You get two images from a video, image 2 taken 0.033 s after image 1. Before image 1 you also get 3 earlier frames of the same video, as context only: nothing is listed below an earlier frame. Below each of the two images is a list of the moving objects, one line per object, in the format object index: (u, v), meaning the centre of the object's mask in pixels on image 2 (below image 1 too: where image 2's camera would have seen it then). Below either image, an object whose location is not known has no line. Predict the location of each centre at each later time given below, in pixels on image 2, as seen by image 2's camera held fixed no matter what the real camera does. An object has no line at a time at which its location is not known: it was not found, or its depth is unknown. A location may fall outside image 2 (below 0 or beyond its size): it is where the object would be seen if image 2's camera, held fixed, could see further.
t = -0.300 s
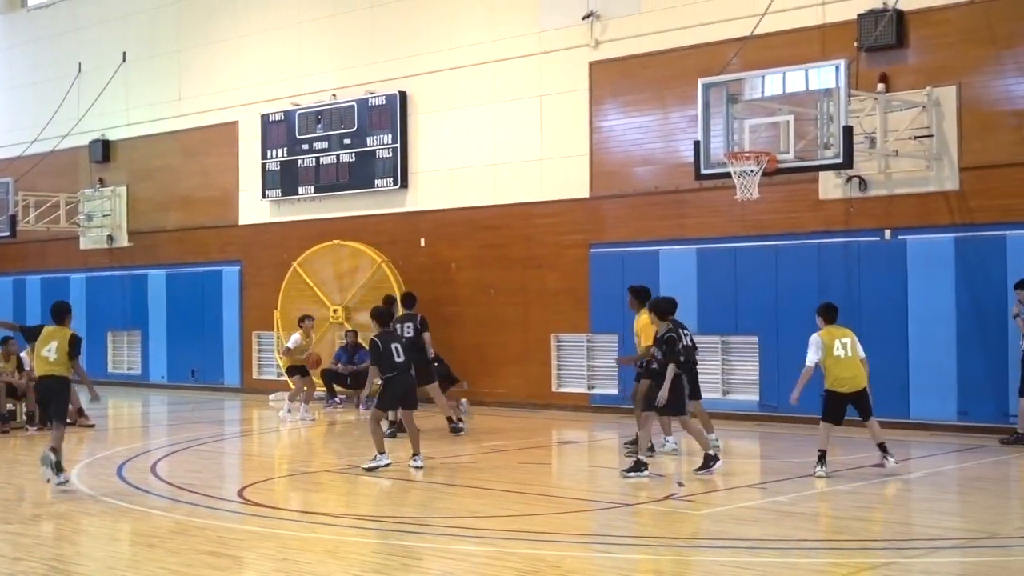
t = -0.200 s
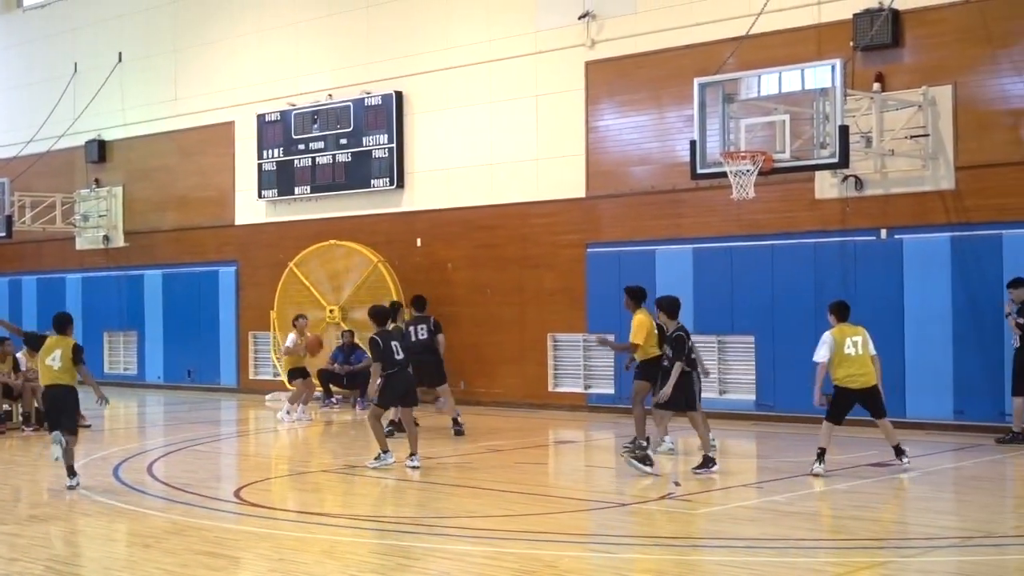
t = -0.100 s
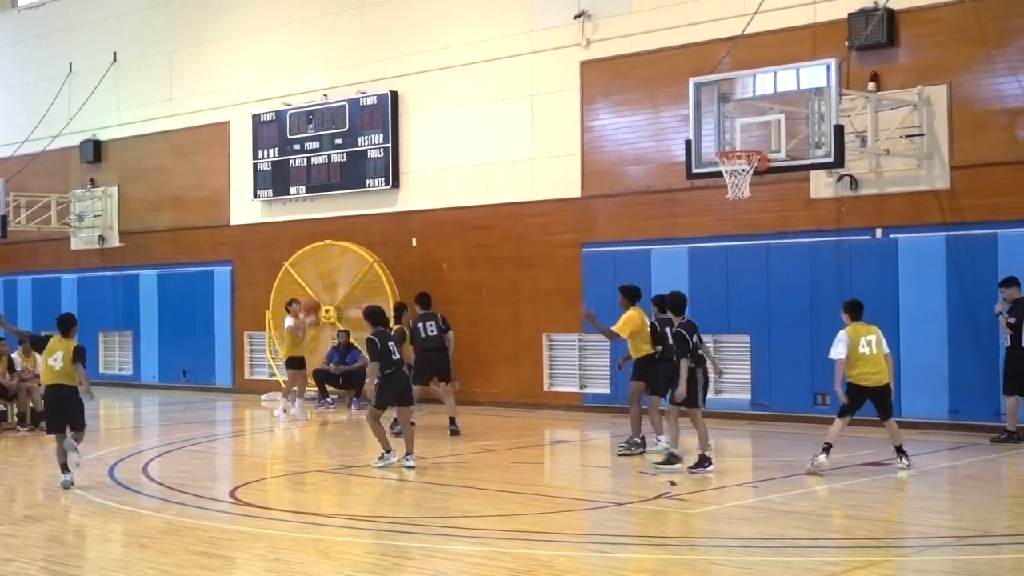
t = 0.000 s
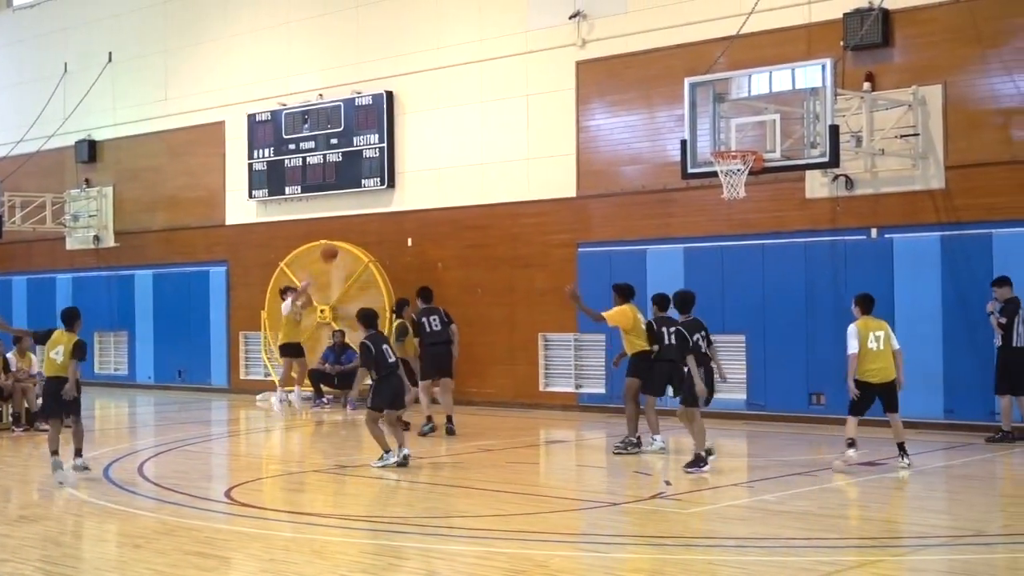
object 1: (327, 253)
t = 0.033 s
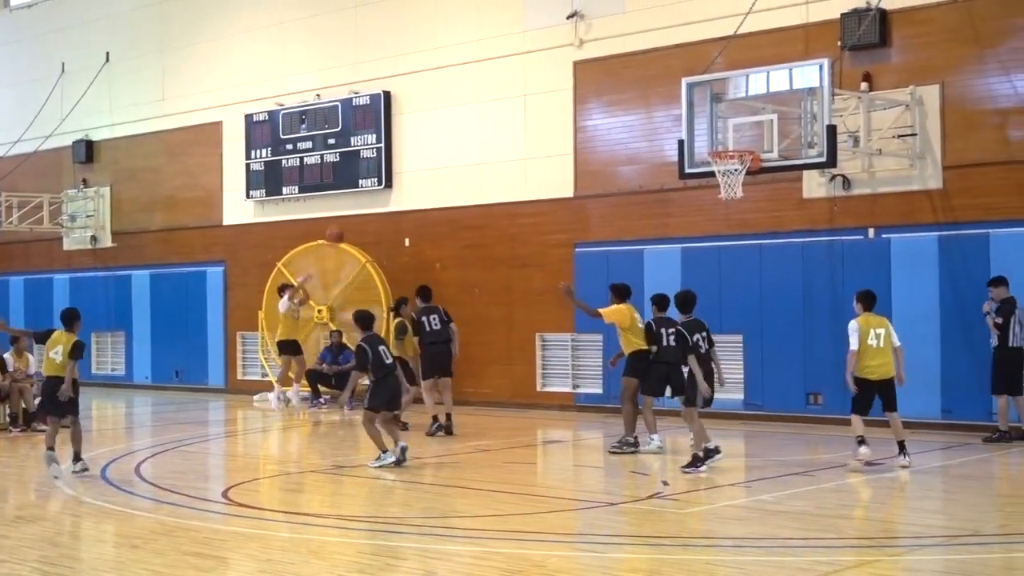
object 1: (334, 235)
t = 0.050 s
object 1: (338, 226)
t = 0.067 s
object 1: (343, 220)
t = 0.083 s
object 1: (345, 210)
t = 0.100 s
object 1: (349, 203)
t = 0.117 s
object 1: (354, 195)
